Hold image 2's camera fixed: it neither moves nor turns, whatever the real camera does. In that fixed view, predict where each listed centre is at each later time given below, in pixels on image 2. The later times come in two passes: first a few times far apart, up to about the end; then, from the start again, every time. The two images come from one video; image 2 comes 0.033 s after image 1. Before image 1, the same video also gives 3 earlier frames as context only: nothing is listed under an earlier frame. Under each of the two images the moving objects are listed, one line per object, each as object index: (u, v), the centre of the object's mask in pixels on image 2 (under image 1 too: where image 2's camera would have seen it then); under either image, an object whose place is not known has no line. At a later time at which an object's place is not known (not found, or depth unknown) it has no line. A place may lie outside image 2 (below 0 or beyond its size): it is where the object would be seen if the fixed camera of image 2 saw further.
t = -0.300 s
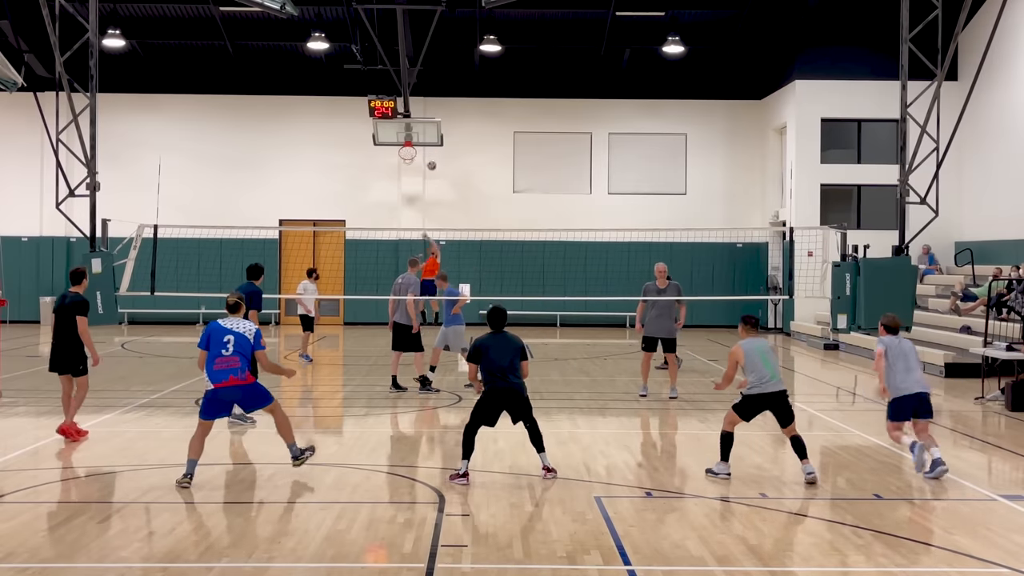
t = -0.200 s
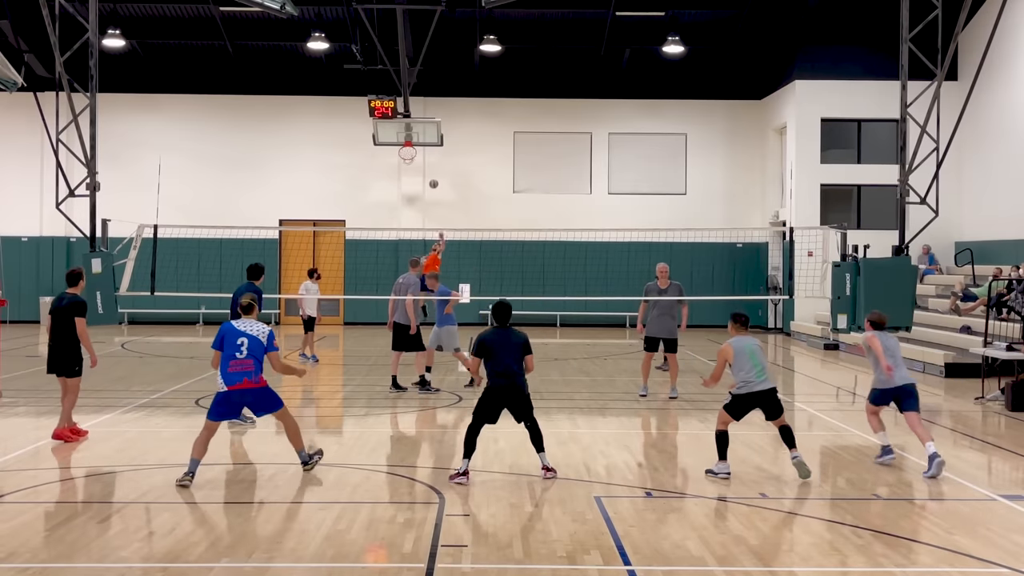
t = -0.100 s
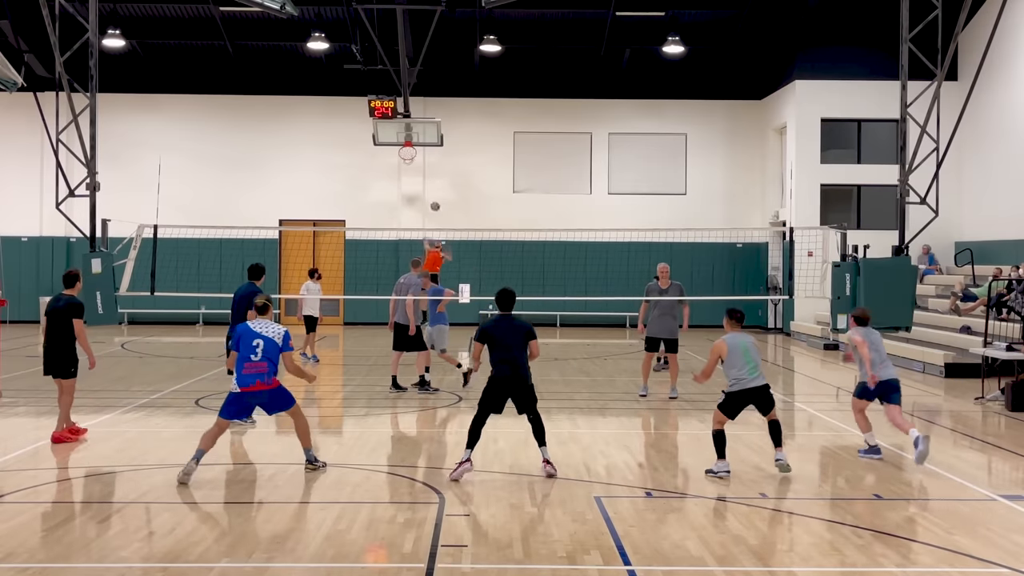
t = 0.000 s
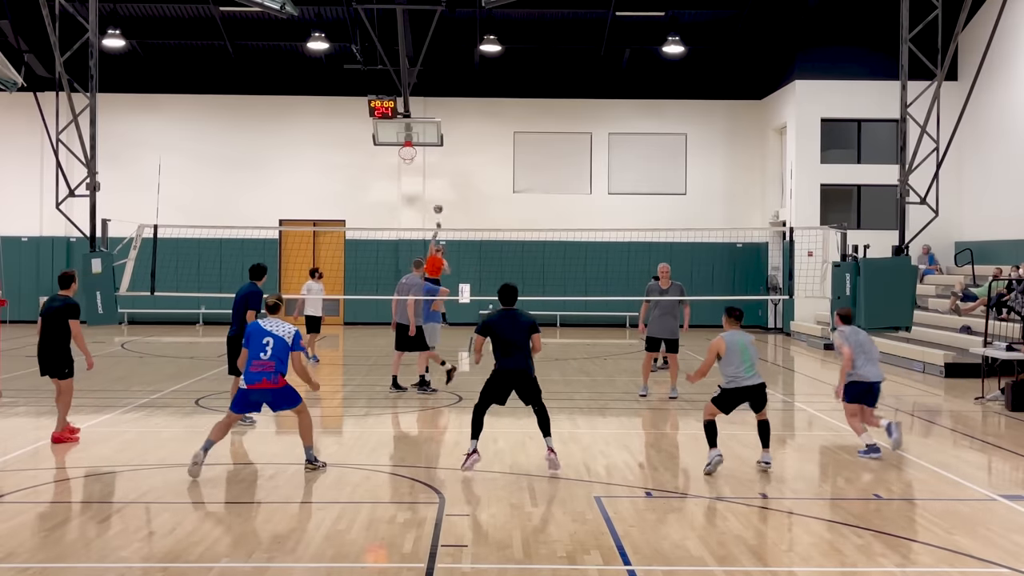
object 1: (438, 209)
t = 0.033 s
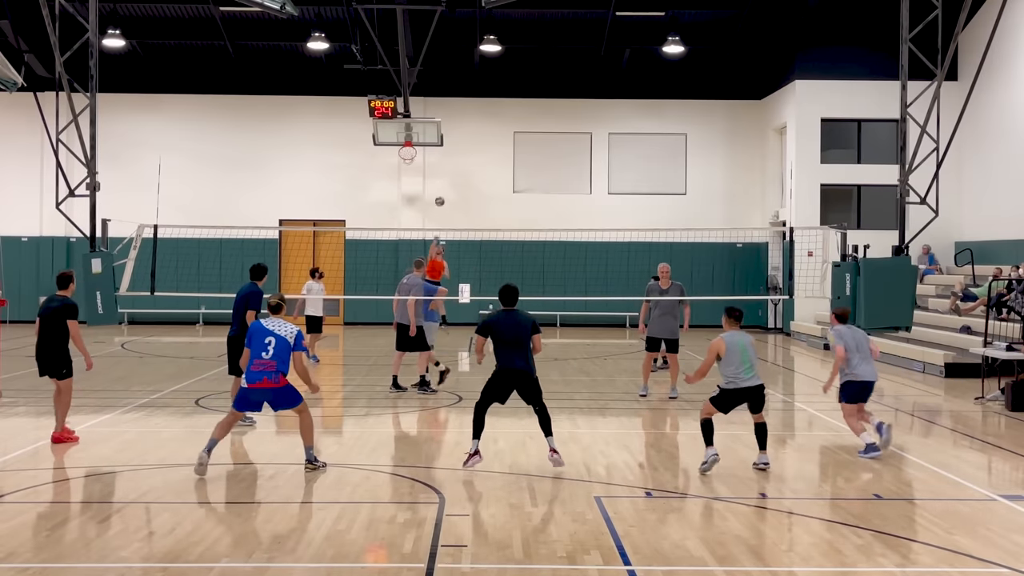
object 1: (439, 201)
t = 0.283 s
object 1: (457, 159)
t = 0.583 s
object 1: (493, 158)
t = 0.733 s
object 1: (518, 189)
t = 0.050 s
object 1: (440, 198)
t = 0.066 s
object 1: (441, 194)
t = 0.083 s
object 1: (442, 191)
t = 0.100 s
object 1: (443, 187)
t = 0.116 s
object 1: (444, 184)
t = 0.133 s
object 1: (445, 181)
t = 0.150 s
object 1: (447, 178)
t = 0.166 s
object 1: (447, 175)
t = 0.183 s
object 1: (449, 172)
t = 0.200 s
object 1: (450, 170)
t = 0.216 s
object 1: (451, 168)
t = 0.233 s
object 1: (453, 166)
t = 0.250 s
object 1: (454, 163)
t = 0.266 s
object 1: (456, 161)
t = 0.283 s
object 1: (457, 159)
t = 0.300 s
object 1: (459, 158)
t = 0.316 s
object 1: (461, 157)
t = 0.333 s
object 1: (462, 155)
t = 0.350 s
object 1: (464, 154)
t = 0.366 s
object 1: (466, 153)
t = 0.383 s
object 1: (468, 152)
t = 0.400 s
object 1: (469, 151)
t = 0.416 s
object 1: (471, 151)
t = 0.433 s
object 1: (473, 151)
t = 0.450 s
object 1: (475, 151)
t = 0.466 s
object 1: (477, 151)
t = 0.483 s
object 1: (479, 151)
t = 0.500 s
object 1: (481, 152)
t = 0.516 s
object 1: (484, 152)
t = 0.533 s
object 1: (486, 153)
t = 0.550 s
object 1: (488, 154)
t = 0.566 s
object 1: (490, 156)
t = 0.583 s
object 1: (493, 158)
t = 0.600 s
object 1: (495, 160)
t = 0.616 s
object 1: (498, 163)
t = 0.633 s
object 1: (500, 165)
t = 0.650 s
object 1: (503, 168)
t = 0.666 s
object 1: (506, 172)
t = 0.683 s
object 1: (509, 175)
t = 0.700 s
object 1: (512, 179)
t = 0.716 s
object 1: (515, 184)
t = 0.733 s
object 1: (518, 189)
